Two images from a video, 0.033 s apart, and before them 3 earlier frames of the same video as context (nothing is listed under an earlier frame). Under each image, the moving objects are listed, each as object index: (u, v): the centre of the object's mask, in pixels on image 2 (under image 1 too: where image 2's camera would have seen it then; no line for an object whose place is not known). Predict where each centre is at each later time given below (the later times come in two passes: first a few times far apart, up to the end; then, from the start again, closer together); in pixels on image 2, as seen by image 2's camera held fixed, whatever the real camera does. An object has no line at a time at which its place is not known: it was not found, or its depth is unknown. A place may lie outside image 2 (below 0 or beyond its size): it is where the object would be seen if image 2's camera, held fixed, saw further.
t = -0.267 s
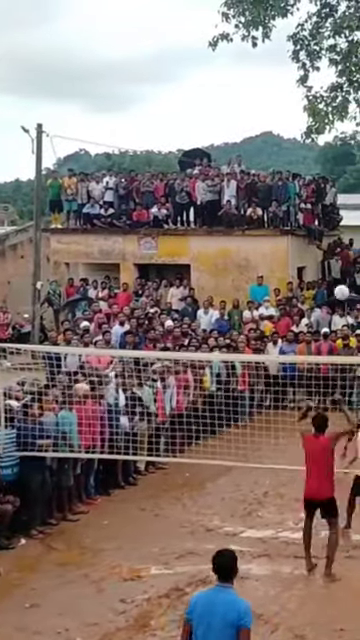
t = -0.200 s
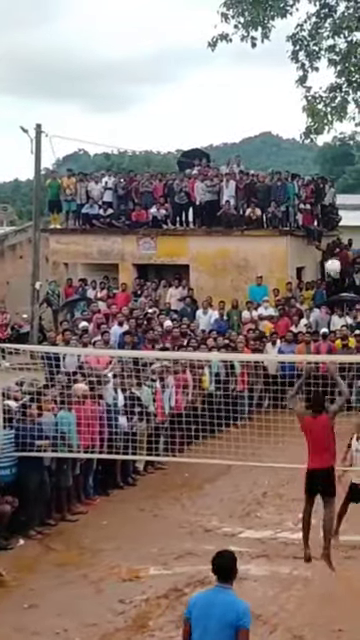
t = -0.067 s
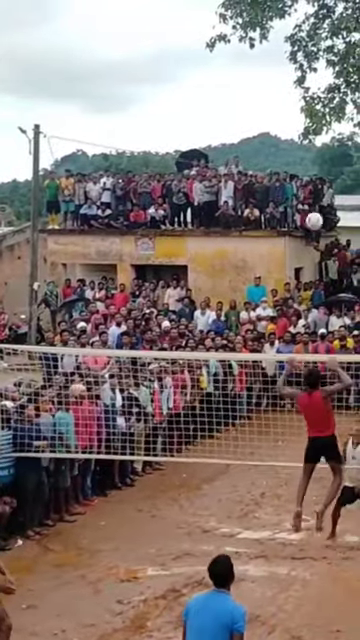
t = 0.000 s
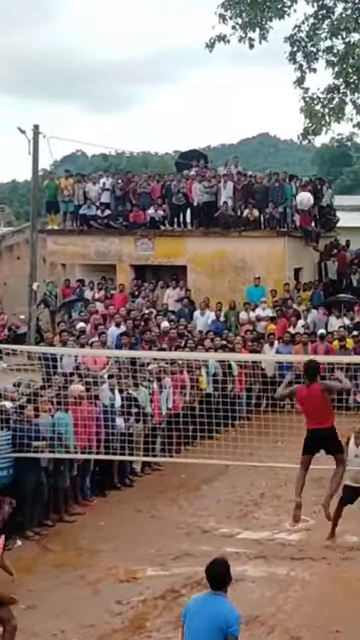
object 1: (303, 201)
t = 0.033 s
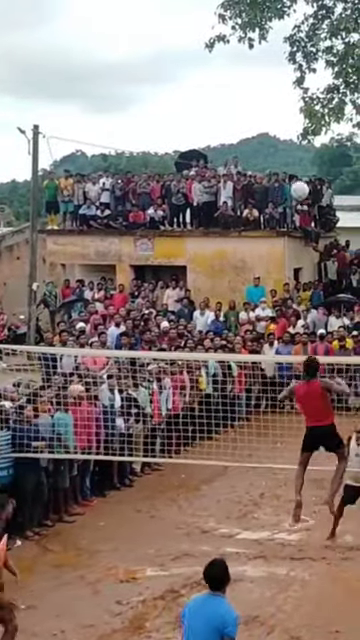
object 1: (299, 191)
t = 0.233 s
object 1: (266, 142)
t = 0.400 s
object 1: (233, 130)
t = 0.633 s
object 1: (176, 162)
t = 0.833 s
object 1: (109, 266)
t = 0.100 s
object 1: (289, 172)
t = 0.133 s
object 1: (283, 163)
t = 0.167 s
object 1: (278, 156)
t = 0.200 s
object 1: (272, 148)
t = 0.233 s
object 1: (266, 142)
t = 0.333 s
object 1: (247, 133)
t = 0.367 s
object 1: (240, 131)
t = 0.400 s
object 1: (233, 130)
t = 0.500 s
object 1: (211, 135)
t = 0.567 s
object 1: (194, 146)
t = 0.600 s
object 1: (185, 154)
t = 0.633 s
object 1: (176, 162)
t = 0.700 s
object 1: (155, 189)
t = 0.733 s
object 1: (145, 204)
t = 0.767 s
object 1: (134, 222)
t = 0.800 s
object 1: (123, 240)
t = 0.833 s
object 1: (109, 266)
